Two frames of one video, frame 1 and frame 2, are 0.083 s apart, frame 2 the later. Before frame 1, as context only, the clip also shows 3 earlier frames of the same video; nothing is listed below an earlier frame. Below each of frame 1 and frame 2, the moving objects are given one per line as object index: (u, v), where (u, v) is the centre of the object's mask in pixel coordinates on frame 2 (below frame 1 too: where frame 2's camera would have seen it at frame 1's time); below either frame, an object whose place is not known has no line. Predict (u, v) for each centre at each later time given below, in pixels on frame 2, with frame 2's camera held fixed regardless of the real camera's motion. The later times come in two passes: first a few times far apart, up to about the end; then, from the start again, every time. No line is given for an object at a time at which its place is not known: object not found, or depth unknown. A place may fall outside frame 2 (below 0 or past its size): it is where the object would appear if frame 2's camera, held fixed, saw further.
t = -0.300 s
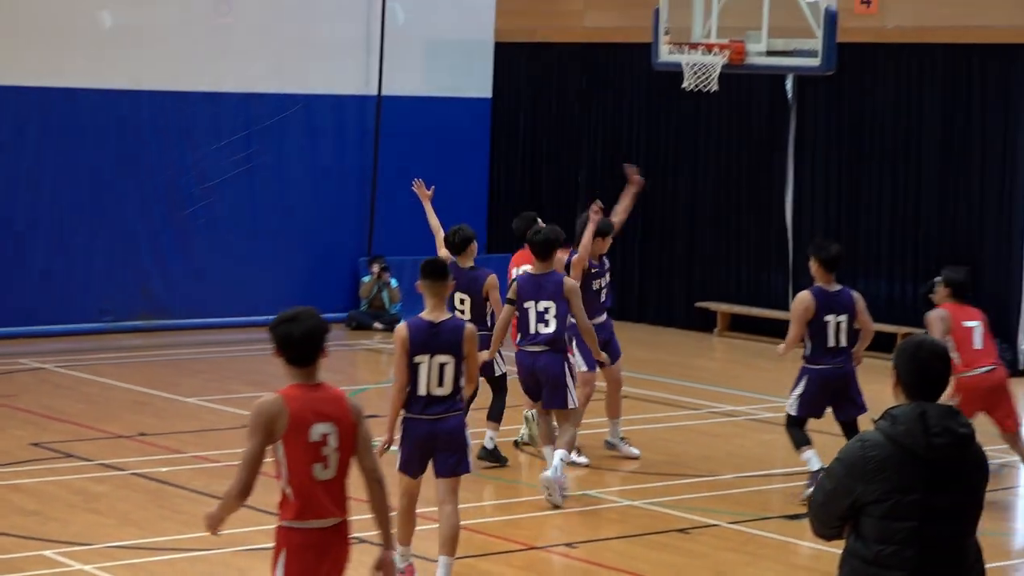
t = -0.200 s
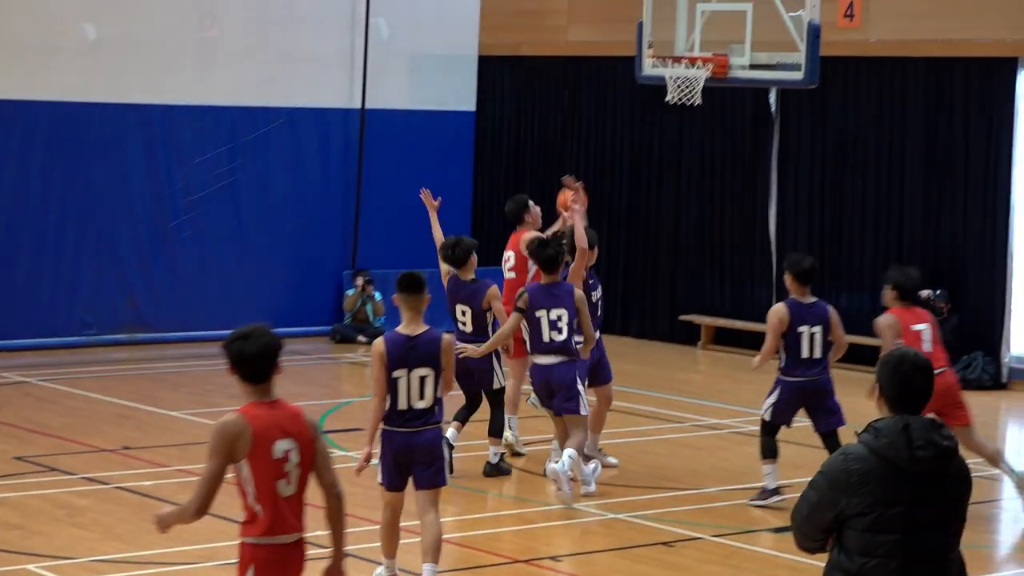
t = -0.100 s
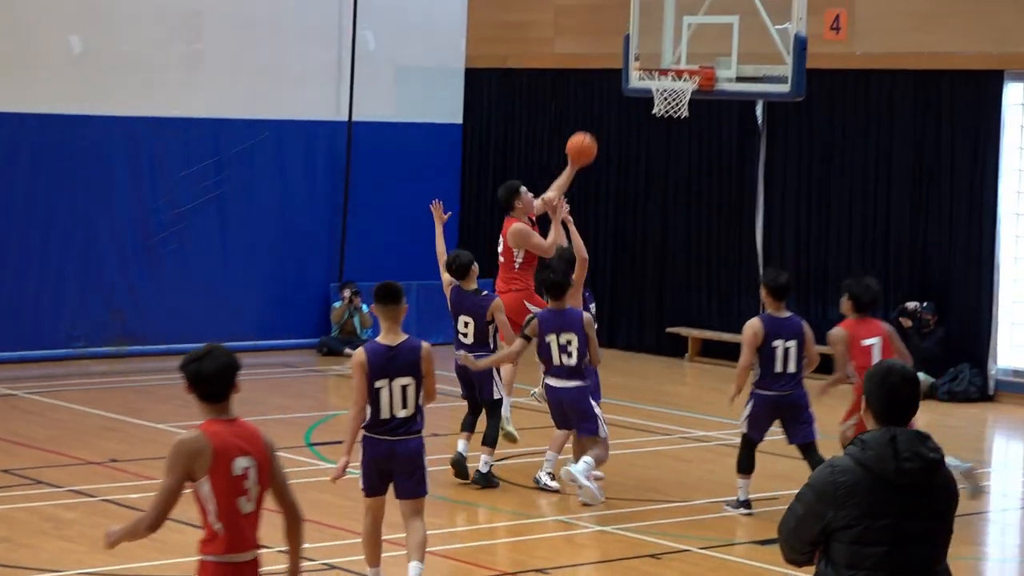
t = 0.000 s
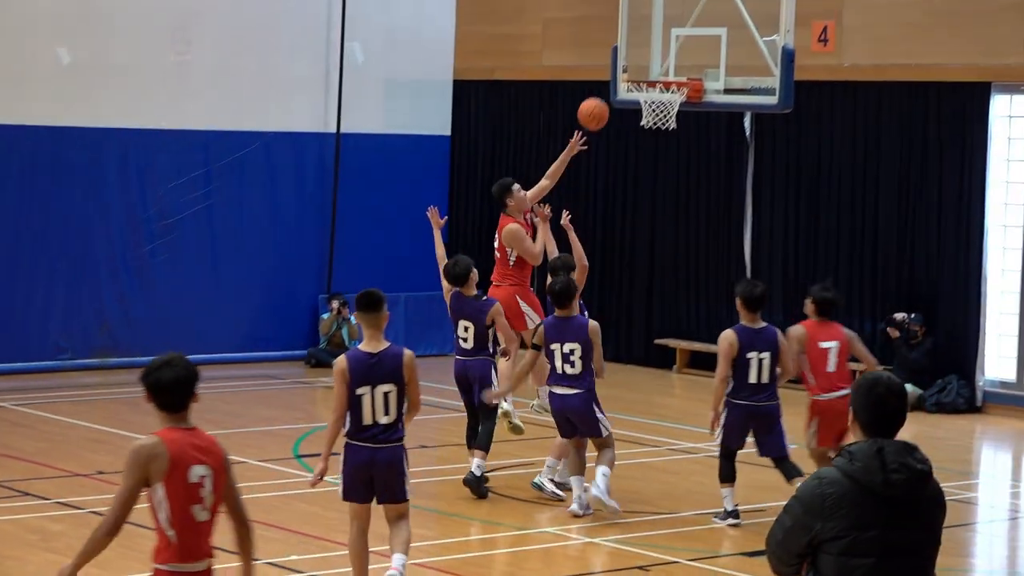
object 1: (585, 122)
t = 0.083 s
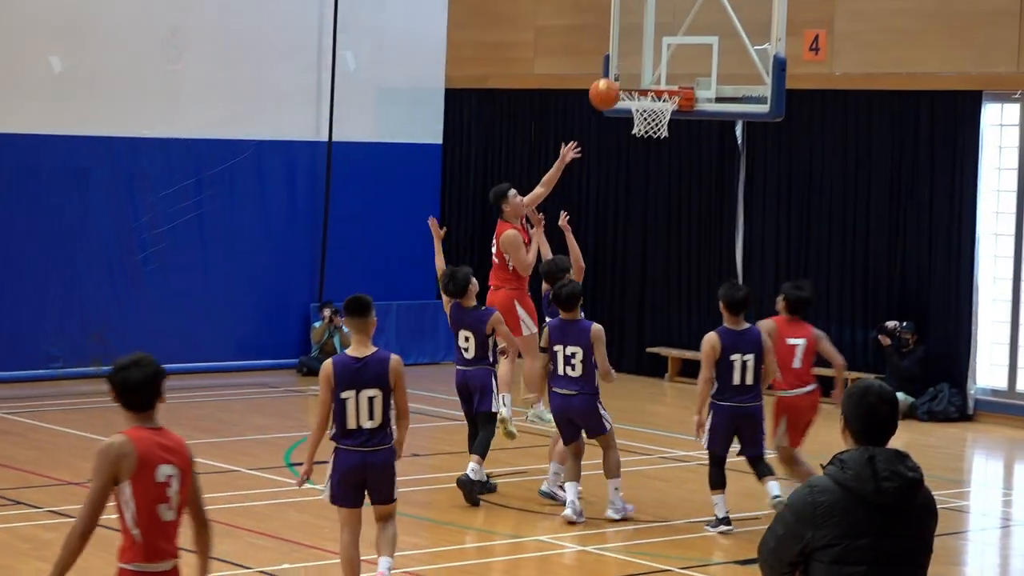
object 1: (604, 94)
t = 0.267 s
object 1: (647, 62)
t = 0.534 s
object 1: (666, 79)
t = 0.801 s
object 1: (632, 108)
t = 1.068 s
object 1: (655, 144)
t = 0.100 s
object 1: (607, 89)
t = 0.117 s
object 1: (612, 84)
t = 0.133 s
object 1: (616, 80)
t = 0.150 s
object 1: (620, 76)
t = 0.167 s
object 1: (624, 73)
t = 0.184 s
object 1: (628, 71)
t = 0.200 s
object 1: (632, 68)
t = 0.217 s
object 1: (635, 66)
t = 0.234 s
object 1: (640, 64)
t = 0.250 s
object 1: (644, 62)
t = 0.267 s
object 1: (647, 62)
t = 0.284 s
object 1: (651, 61)
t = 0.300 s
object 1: (655, 60)
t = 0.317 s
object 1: (659, 60)
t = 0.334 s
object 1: (660, 60)
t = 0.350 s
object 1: (661, 60)
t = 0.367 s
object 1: (661, 60)
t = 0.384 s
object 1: (662, 60)
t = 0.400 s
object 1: (662, 61)
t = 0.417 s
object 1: (663, 63)
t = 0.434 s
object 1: (663, 65)
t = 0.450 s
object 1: (664, 67)
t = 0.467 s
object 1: (665, 69)
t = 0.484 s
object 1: (665, 71)
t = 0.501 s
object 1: (665, 74)
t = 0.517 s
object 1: (666, 77)
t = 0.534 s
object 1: (666, 79)
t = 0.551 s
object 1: (665, 80)
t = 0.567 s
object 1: (662, 81)
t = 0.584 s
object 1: (658, 86)
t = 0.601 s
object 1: (655, 89)
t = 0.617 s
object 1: (652, 95)
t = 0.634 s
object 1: (649, 99)
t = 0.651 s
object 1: (646, 103)
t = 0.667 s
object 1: (644, 104)
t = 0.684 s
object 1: (641, 103)
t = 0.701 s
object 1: (638, 102)
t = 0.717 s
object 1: (636, 102)
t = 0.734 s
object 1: (635, 101)
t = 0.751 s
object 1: (634, 107)
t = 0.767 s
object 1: (633, 107)
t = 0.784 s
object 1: (632, 107)
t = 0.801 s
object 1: (632, 108)
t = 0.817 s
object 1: (632, 109)
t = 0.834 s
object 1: (633, 110)
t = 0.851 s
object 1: (633, 111)
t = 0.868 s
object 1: (634, 112)
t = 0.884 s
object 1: (636, 114)
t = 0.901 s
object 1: (637, 115)
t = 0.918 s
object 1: (639, 116)
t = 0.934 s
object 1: (641, 118)
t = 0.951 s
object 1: (642, 120)
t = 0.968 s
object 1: (644, 122)
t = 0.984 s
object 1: (645, 124)
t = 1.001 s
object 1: (647, 126)
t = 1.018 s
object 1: (649, 130)
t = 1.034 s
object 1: (650, 133)
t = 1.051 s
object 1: (652, 137)
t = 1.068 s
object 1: (655, 144)
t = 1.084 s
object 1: (656, 146)
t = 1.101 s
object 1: (657, 149)
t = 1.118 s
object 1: (659, 154)
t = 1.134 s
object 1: (660, 159)
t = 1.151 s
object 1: (662, 165)
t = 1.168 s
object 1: (664, 170)
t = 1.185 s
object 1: (665, 177)
